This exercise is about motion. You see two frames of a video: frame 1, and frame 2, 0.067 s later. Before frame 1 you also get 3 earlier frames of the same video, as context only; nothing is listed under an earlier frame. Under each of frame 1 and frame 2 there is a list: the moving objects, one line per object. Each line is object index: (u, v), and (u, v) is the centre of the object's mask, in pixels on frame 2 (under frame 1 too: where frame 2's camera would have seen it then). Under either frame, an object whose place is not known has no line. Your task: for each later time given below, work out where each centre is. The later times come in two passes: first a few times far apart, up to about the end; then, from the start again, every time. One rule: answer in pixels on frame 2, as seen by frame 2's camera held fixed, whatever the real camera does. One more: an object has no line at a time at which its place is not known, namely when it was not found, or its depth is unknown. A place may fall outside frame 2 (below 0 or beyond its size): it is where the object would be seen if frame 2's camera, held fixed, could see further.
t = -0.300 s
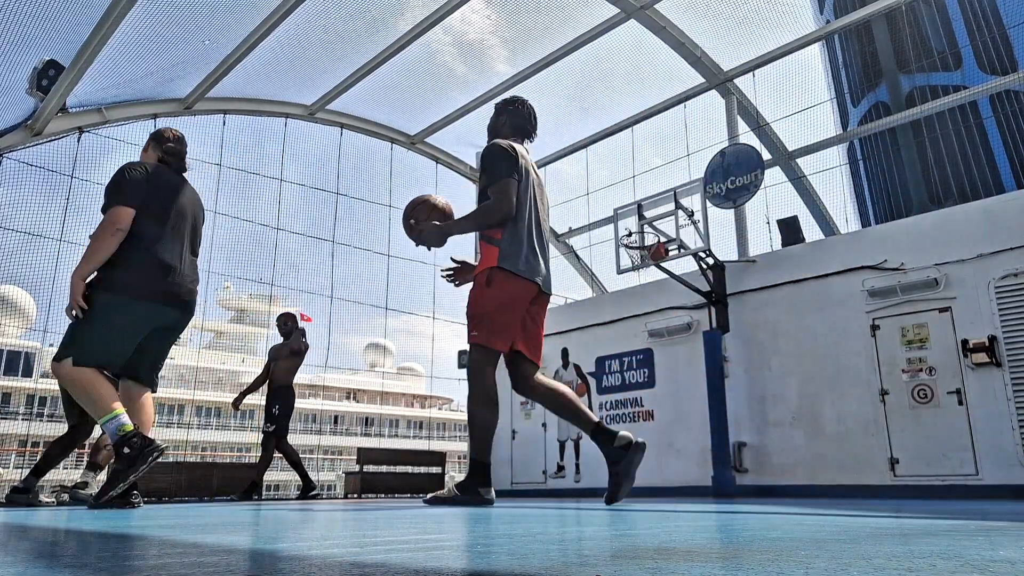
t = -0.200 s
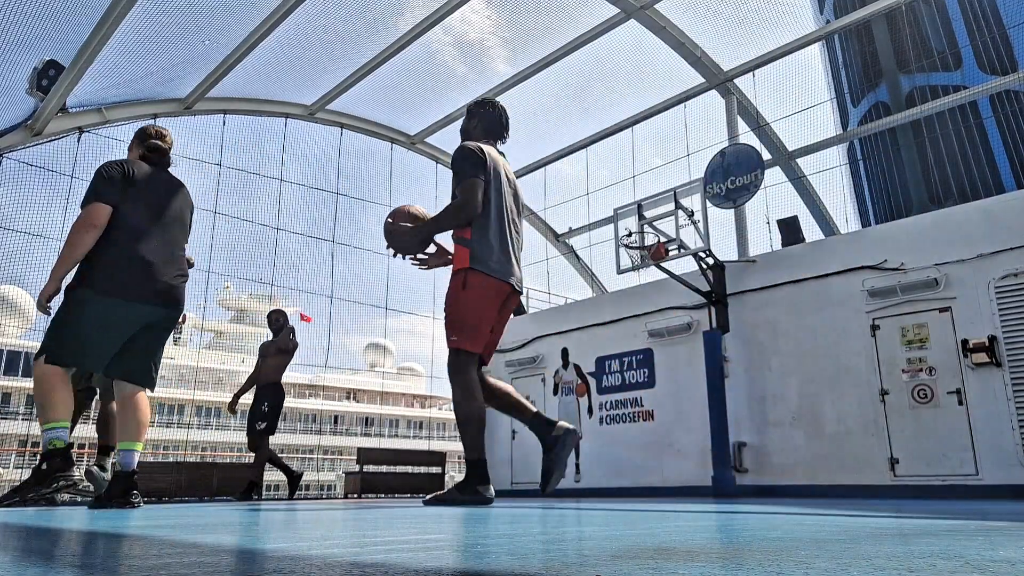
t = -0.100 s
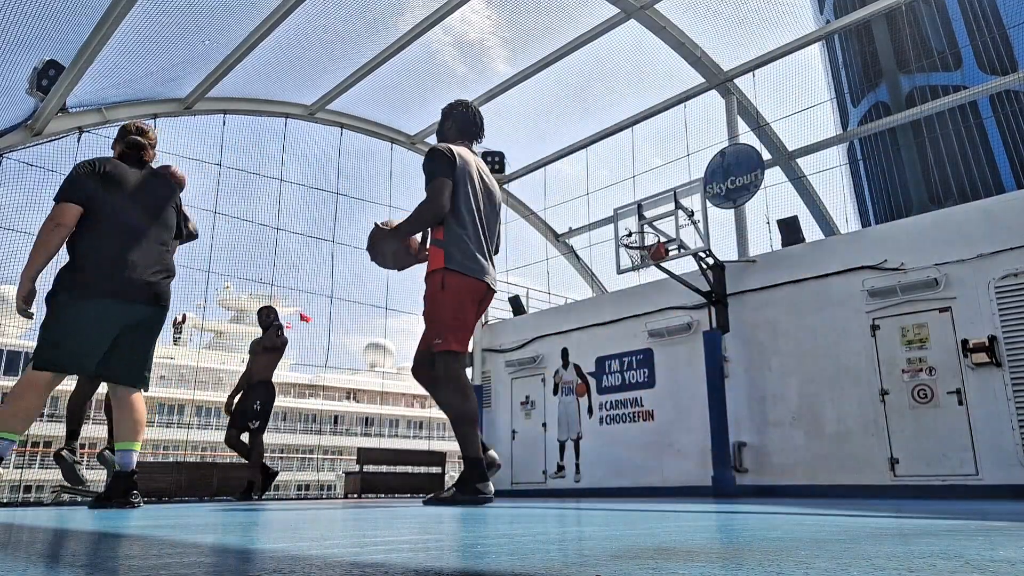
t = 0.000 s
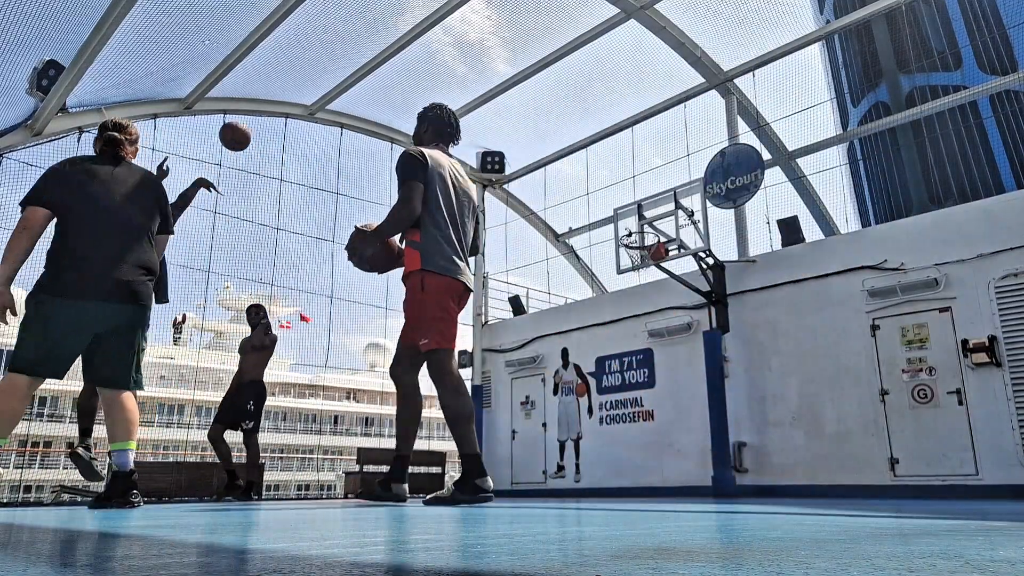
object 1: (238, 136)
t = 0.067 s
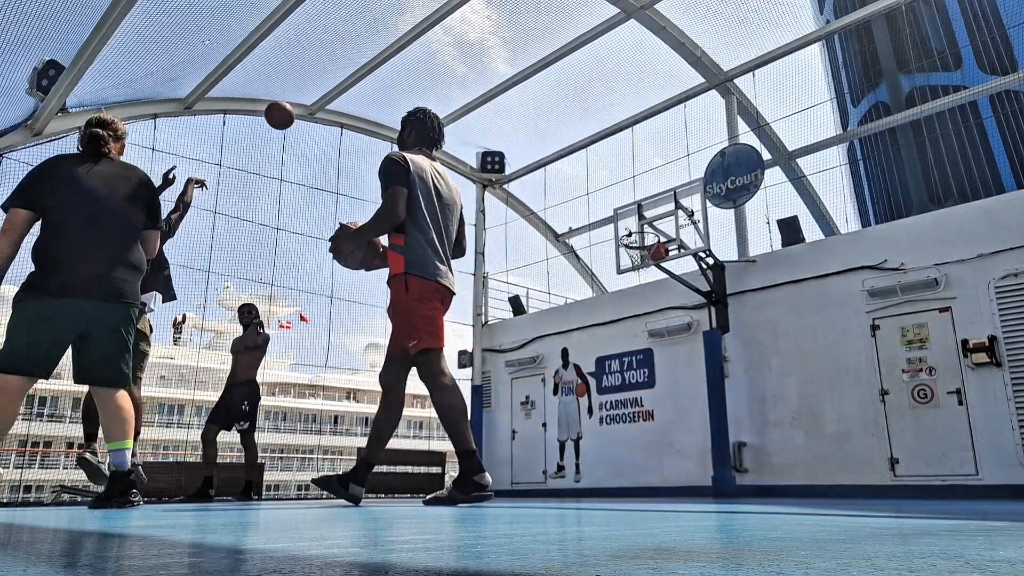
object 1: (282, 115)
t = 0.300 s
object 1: (404, 86)
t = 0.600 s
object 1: (525, 121)
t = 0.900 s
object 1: (622, 213)
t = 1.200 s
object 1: (638, 259)
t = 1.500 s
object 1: (665, 292)
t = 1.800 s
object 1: (694, 399)
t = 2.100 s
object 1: (712, 428)
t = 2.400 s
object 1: (717, 366)
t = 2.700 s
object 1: (727, 375)
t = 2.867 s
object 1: (736, 396)
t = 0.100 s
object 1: (300, 107)
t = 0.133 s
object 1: (319, 101)
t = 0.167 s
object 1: (338, 95)
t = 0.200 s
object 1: (356, 91)
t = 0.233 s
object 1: (373, 88)
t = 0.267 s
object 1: (389, 87)
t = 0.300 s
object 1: (404, 86)
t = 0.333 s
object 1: (420, 87)
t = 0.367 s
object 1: (434, 88)
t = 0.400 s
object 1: (449, 90)
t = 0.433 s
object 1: (462, 94)
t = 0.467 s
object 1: (475, 98)
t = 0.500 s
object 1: (489, 102)
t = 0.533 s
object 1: (501, 108)
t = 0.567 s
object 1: (513, 114)
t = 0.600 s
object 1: (525, 121)
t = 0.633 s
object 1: (537, 128)
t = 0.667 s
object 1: (548, 136)
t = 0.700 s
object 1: (559, 145)
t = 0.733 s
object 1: (570, 154)
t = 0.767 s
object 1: (581, 165)
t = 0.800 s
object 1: (591, 176)
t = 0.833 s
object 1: (601, 188)
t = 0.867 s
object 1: (612, 200)
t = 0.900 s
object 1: (622, 213)
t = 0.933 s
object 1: (631, 226)
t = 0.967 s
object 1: (639, 232)
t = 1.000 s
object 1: (646, 240)
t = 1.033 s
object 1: (644, 242)
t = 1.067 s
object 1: (634, 244)
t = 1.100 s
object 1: (631, 247)
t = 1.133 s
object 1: (632, 251)
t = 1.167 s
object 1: (634, 255)
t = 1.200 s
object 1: (638, 259)
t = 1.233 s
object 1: (641, 260)
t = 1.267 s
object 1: (645, 262)
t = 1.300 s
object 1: (648, 263)
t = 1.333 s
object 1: (650, 265)
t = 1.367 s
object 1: (653, 270)
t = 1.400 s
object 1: (656, 274)
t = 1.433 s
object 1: (659, 279)
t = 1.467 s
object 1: (662, 285)
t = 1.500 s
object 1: (665, 292)
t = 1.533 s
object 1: (667, 300)
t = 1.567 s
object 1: (671, 309)
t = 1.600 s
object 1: (673, 319)
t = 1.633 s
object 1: (677, 330)
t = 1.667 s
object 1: (680, 342)
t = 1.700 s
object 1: (683, 354)
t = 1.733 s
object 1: (687, 368)
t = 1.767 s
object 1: (690, 383)
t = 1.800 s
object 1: (694, 399)
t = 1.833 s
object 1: (698, 416)
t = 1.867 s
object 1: (701, 434)
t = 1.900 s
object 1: (705, 453)
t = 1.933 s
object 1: (709, 474)
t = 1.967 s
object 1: (712, 483)
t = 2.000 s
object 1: (712, 467)
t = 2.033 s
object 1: (712, 453)
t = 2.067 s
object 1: (712, 439)
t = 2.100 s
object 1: (712, 428)
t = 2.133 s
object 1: (712, 416)
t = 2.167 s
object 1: (713, 406)
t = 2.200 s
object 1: (713, 398)
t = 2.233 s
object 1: (713, 389)
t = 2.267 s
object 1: (713, 383)
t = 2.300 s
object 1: (715, 377)
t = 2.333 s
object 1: (716, 372)
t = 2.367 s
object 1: (716, 369)
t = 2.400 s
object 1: (717, 366)
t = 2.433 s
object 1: (718, 363)
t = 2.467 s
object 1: (718, 362)
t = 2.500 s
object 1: (719, 361)
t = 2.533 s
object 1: (721, 362)
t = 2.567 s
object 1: (722, 363)
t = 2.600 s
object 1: (723, 364)
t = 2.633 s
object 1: (724, 367)
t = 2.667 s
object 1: (726, 371)
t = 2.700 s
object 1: (727, 375)
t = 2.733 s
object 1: (728, 378)
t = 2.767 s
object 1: (730, 381)
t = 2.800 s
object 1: (732, 385)
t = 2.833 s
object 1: (734, 390)
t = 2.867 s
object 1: (736, 396)
